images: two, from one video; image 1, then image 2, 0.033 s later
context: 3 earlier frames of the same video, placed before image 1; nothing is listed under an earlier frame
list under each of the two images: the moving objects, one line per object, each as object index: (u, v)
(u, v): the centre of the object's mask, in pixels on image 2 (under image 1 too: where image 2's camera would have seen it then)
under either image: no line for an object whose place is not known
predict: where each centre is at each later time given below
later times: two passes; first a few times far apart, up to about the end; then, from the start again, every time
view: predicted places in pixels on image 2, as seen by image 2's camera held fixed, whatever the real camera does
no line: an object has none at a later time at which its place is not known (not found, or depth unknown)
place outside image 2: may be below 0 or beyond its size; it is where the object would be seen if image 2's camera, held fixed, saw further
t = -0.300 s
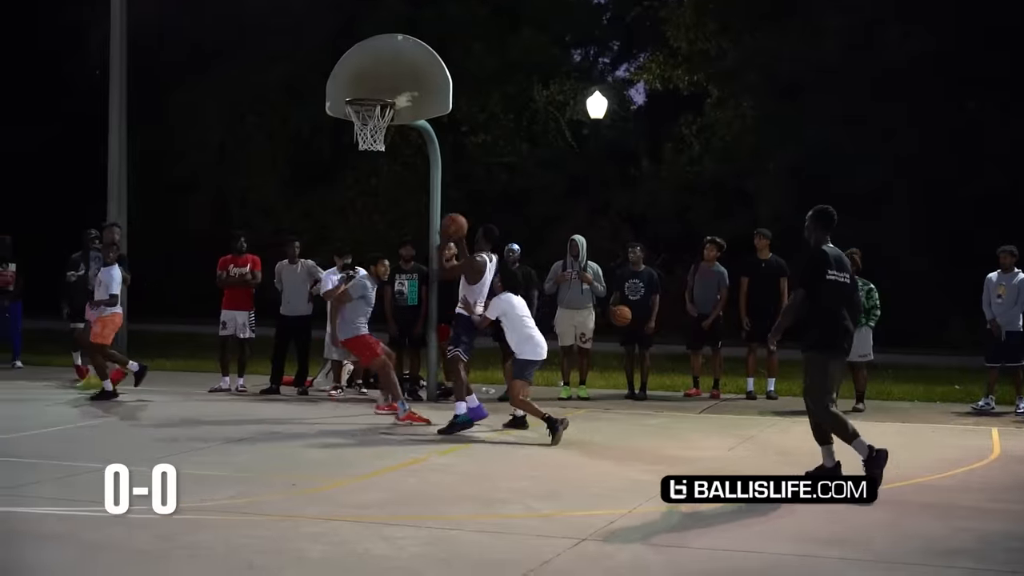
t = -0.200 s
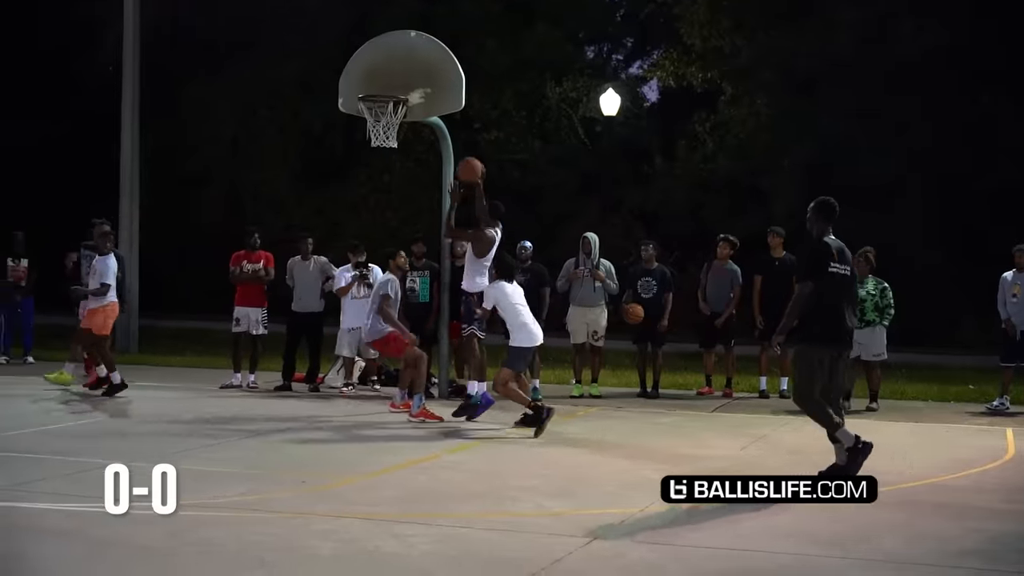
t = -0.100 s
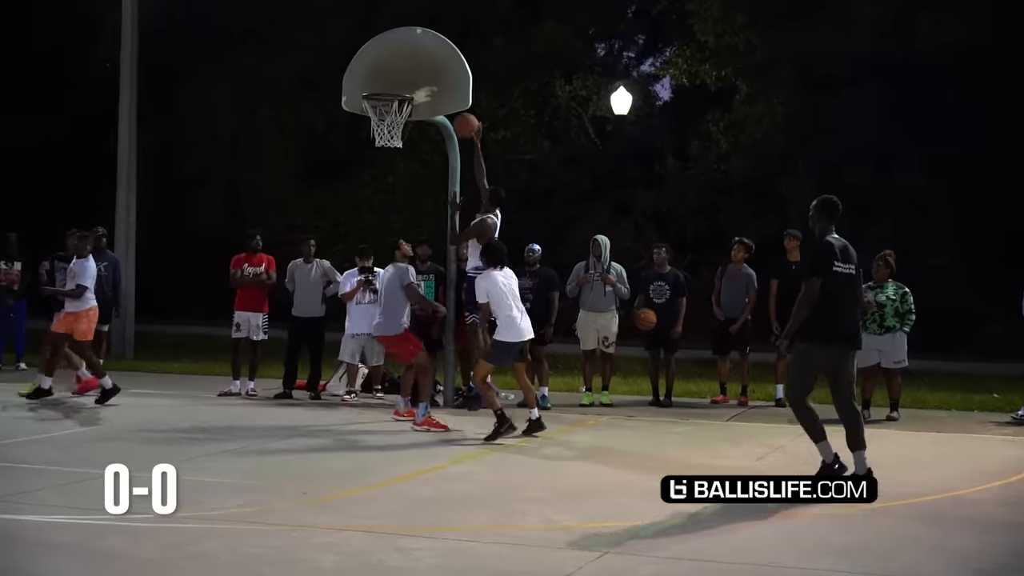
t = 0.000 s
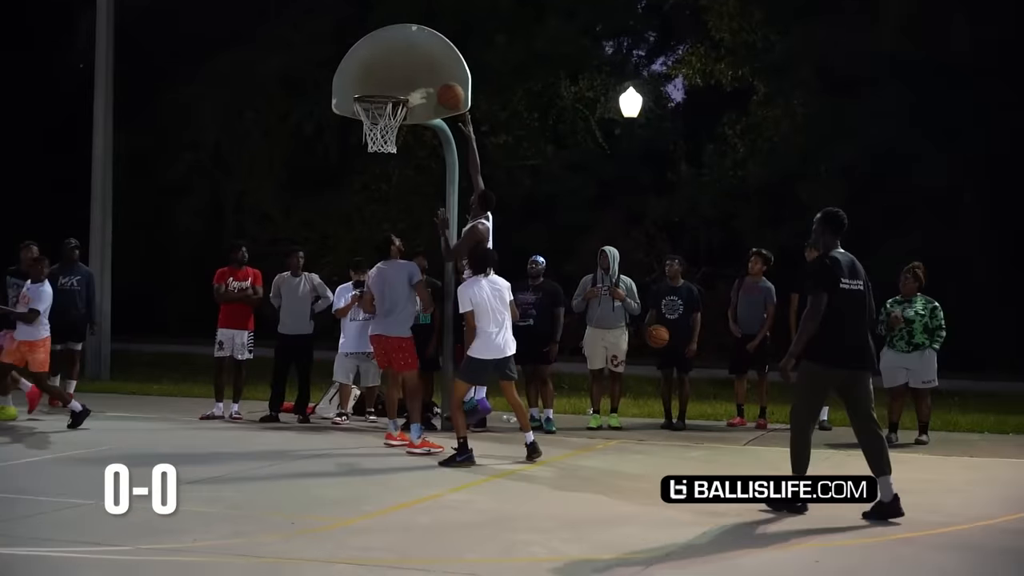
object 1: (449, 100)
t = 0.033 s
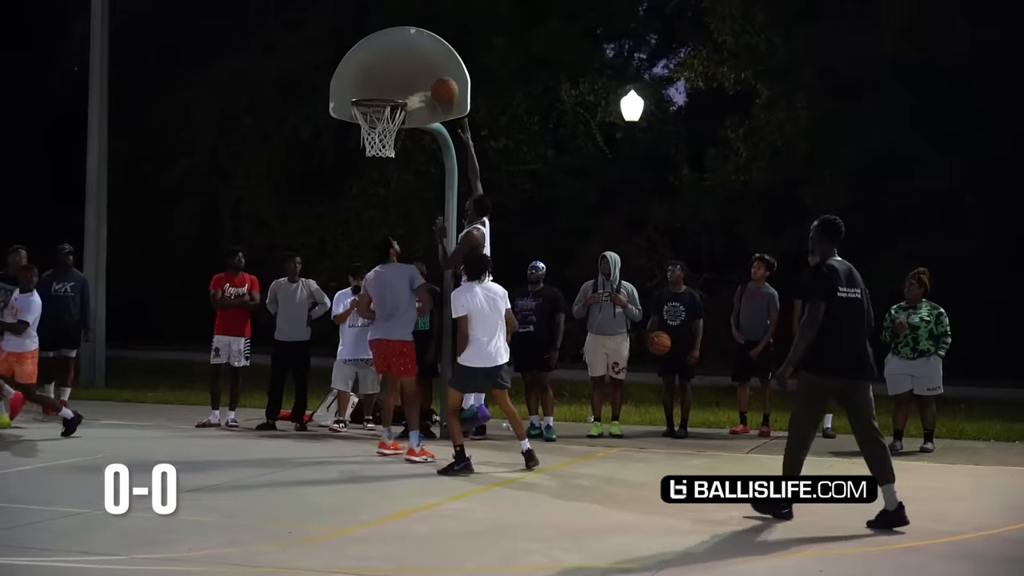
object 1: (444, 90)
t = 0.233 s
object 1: (412, 68)
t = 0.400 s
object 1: (380, 74)
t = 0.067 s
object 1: (440, 83)
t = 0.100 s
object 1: (434, 78)
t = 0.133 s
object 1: (430, 75)
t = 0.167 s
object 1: (425, 72)
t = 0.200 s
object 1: (419, 69)
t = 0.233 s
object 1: (412, 68)
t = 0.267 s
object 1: (406, 68)
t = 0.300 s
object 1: (400, 65)
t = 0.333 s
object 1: (394, 67)
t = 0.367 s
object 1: (386, 69)
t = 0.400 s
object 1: (380, 74)
